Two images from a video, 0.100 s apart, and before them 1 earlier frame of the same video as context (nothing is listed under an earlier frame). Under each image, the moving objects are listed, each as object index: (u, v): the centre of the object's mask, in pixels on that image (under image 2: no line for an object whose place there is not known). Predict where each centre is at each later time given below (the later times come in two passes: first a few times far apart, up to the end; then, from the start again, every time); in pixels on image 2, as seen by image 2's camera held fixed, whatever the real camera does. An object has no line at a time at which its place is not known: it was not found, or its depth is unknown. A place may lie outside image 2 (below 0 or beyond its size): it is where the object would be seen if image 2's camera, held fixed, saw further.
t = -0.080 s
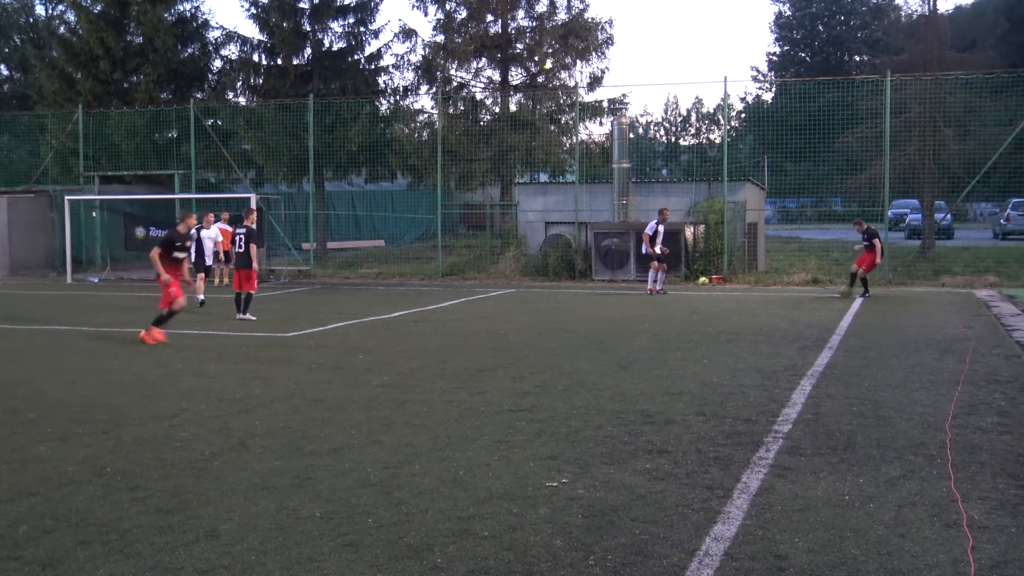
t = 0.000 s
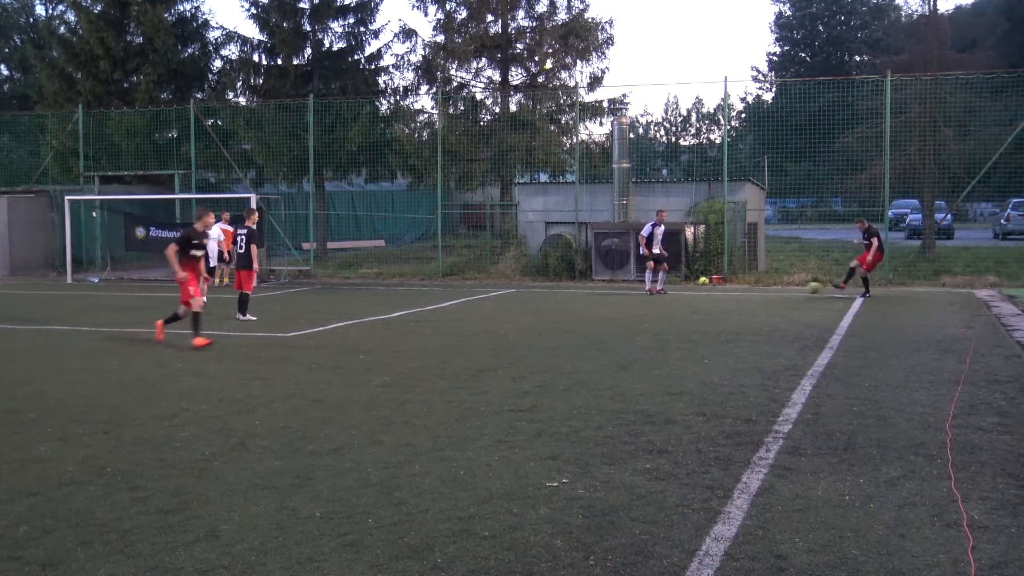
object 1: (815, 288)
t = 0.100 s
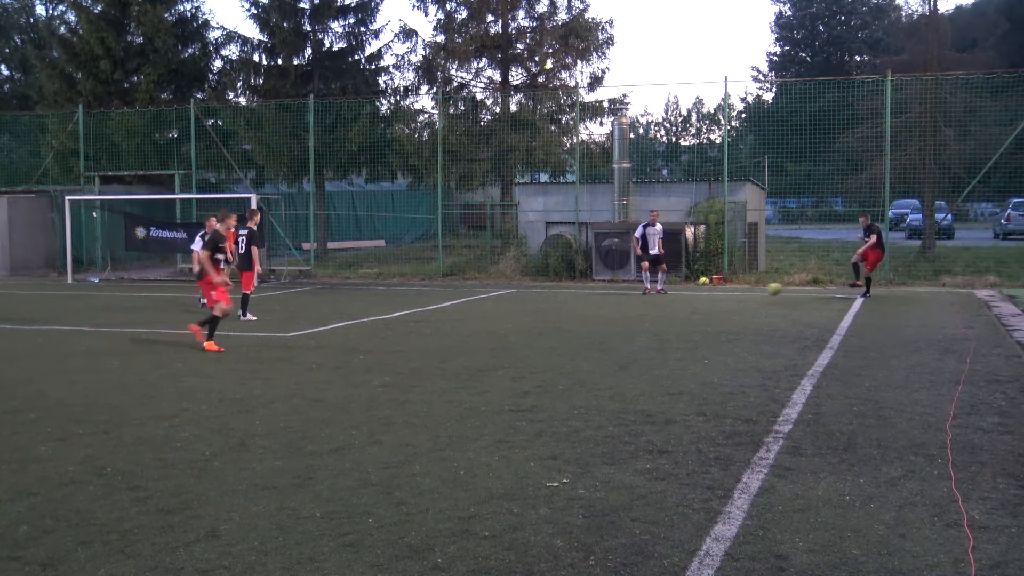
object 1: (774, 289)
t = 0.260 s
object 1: (703, 305)
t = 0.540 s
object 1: (574, 321)
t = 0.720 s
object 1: (494, 320)
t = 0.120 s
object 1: (766, 290)
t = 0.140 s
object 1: (758, 291)
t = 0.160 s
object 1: (749, 293)
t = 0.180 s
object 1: (740, 295)
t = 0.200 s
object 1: (732, 296)
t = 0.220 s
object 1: (723, 298)
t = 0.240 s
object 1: (714, 301)
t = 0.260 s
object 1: (703, 305)
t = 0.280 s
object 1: (694, 307)
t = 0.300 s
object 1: (685, 308)
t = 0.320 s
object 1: (676, 307)
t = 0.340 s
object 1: (668, 307)
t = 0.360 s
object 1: (660, 306)
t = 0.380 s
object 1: (651, 306)
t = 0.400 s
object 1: (641, 307)
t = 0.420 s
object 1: (632, 308)
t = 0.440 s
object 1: (622, 309)
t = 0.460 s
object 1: (614, 311)
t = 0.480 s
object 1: (604, 312)
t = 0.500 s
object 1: (594, 314)
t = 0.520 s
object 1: (584, 317)
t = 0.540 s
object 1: (574, 321)
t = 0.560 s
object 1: (565, 322)
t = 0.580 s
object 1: (556, 320)
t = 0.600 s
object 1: (547, 319)
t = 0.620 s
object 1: (539, 318)
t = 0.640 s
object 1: (530, 318)
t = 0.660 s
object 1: (521, 318)
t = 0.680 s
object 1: (513, 318)
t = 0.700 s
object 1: (503, 319)
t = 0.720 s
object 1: (494, 320)
